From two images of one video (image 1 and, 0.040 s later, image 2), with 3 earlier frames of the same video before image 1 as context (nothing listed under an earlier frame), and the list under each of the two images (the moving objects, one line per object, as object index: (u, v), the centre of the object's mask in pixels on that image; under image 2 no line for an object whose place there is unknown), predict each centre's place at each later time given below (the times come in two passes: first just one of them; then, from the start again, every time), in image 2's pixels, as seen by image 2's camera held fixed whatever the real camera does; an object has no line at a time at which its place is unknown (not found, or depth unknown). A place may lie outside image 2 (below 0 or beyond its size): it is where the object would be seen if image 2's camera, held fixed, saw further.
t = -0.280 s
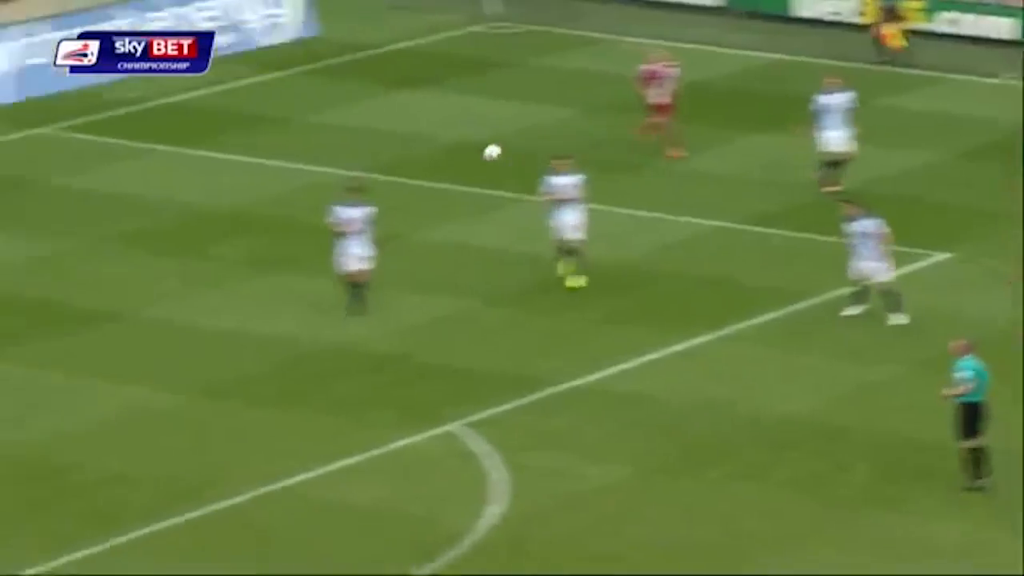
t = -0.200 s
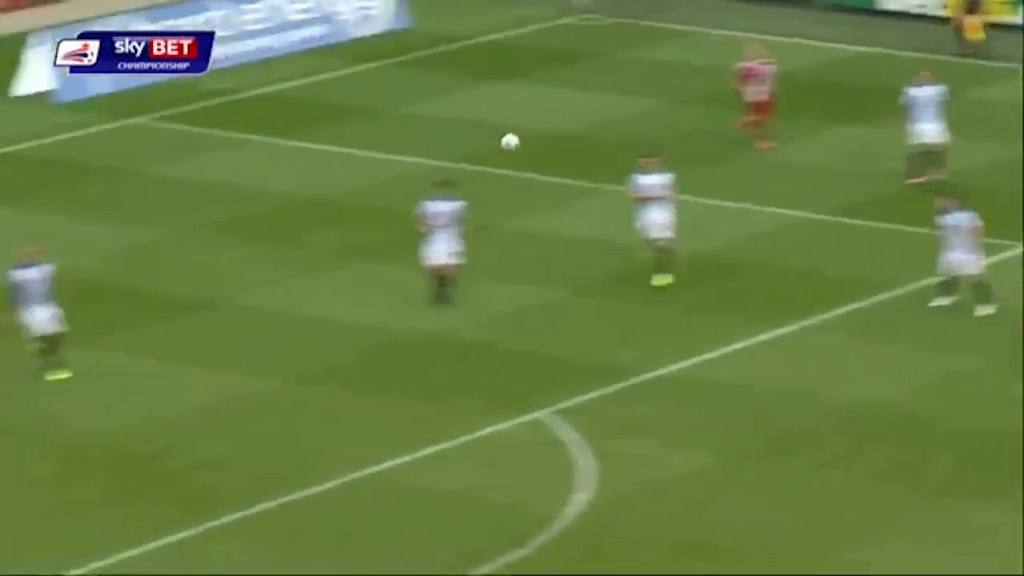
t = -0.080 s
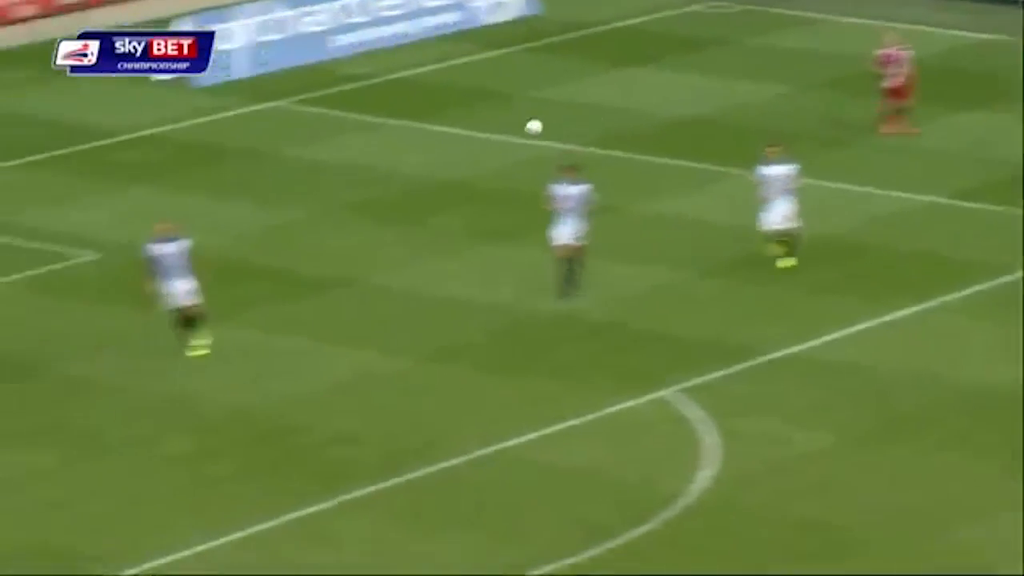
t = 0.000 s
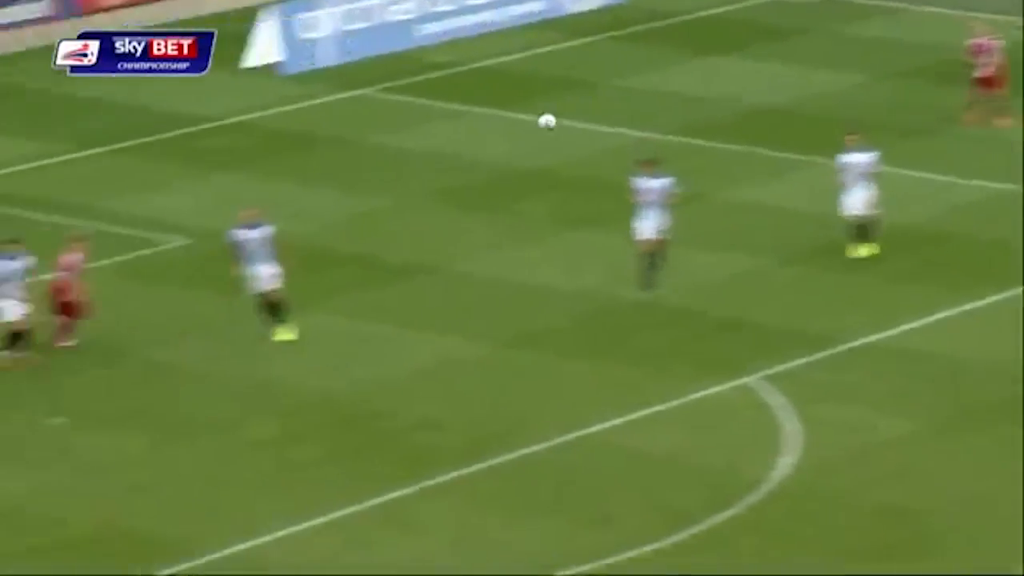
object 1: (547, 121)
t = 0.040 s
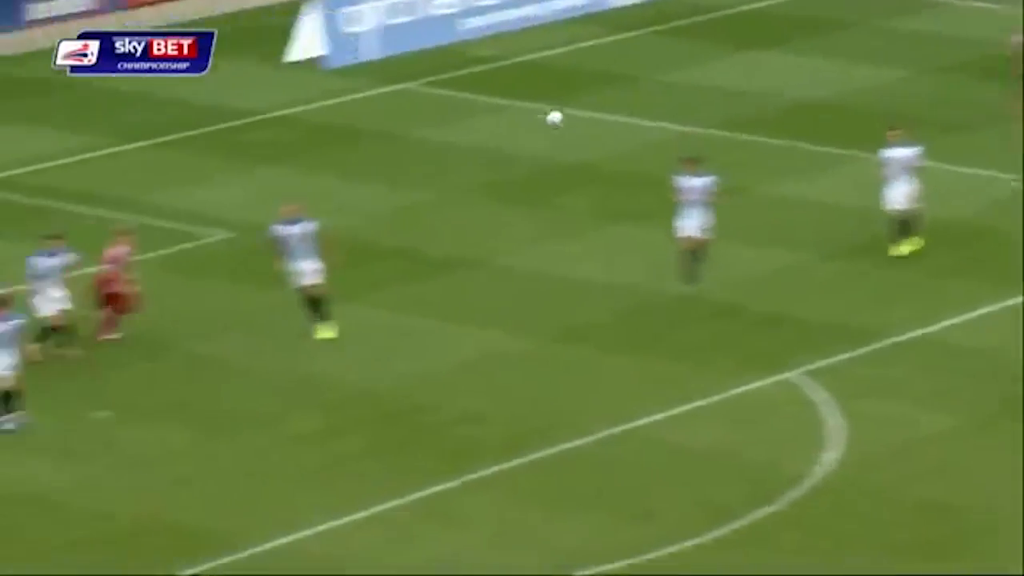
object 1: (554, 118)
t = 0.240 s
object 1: (374, 149)
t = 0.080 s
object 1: (519, 123)
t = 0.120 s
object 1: (483, 129)
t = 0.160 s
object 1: (447, 134)
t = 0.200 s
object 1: (411, 142)
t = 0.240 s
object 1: (374, 149)
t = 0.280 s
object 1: (338, 158)
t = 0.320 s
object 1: (301, 168)
